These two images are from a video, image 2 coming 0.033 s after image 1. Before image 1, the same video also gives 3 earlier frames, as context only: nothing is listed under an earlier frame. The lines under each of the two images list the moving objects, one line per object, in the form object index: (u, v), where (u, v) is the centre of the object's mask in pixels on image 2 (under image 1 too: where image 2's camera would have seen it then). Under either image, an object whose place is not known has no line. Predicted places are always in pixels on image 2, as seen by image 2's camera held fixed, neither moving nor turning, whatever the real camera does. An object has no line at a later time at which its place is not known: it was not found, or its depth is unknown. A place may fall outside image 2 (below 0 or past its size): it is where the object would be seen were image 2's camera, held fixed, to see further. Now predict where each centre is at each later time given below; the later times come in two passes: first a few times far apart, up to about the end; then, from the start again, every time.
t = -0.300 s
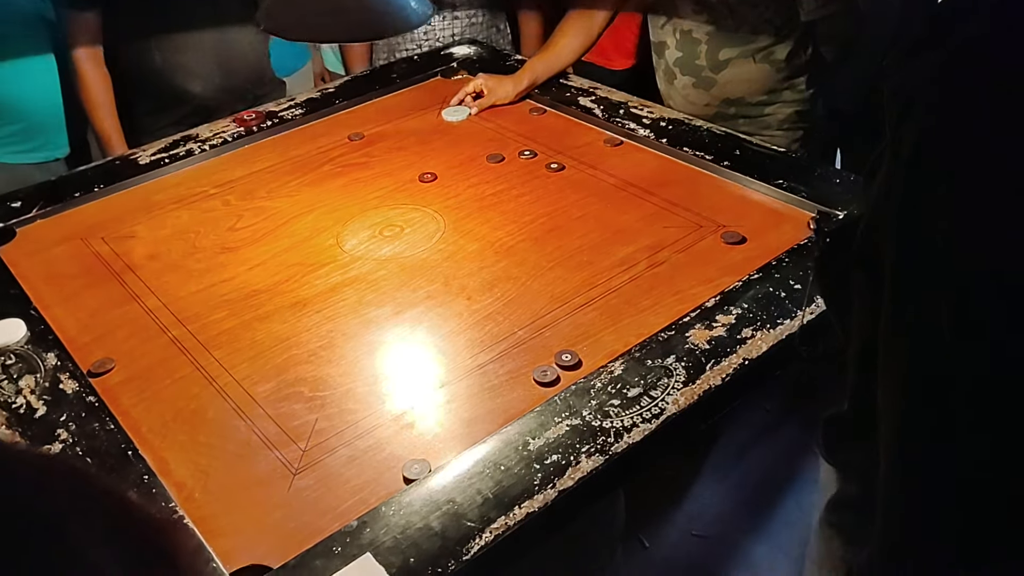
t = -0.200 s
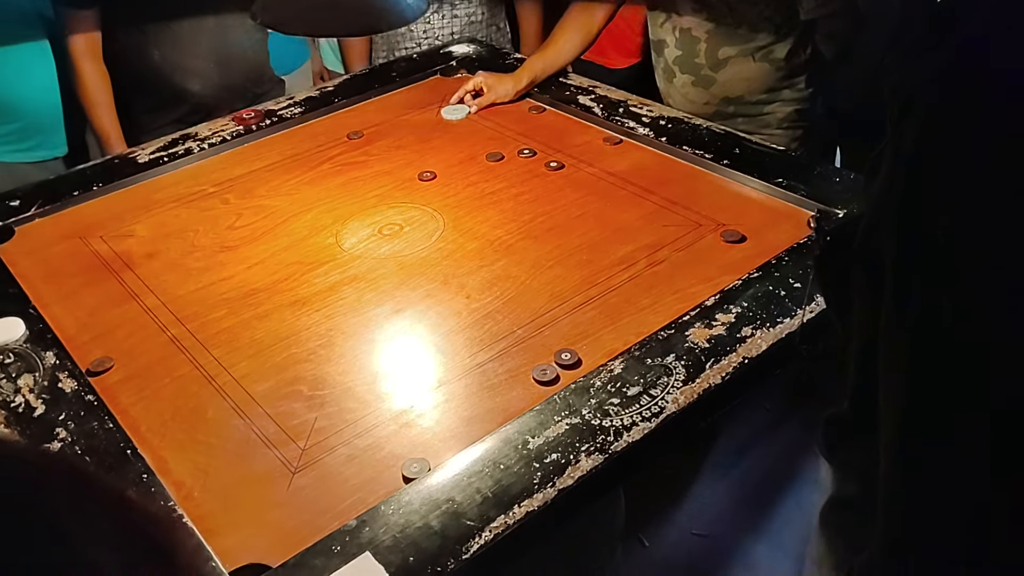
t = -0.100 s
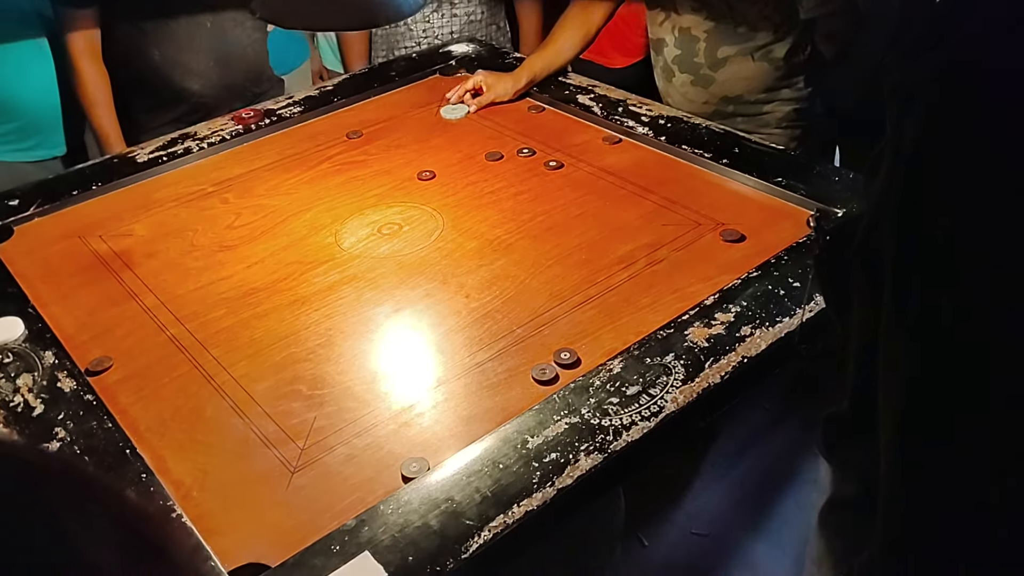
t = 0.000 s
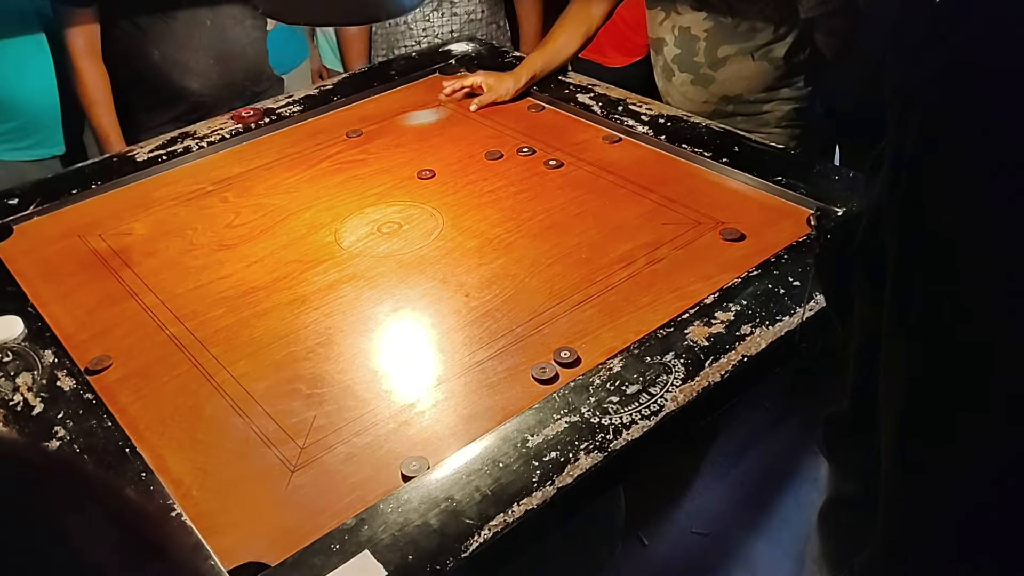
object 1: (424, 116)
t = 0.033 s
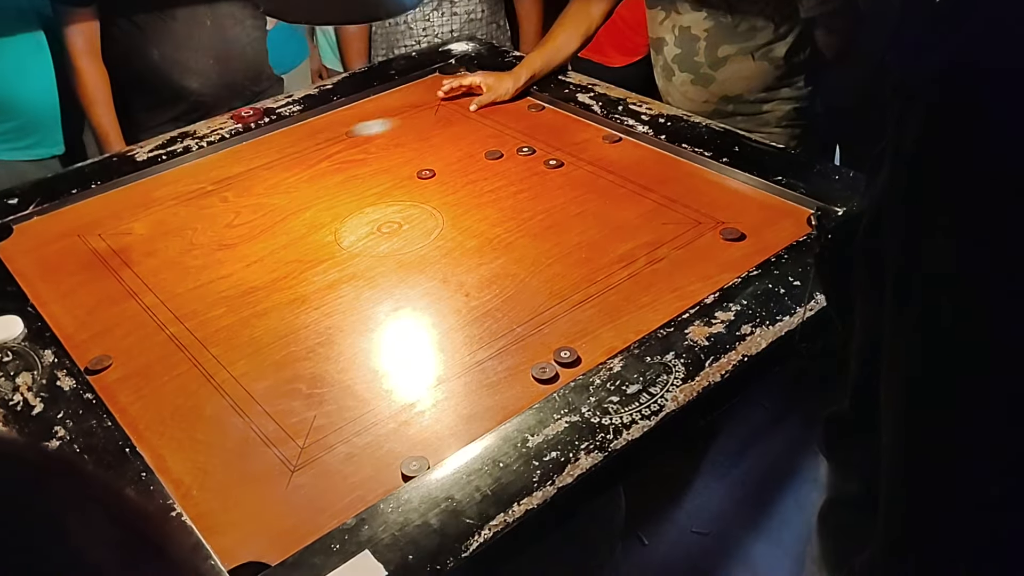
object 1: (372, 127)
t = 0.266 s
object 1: (145, 201)
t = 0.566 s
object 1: (210, 219)
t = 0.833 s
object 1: (421, 161)
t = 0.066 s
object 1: (337, 133)
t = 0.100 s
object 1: (302, 140)
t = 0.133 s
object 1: (263, 147)
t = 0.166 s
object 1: (225, 155)
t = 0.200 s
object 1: (199, 168)
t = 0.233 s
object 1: (173, 184)
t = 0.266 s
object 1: (145, 201)
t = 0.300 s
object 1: (115, 219)
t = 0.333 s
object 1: (86, 236)
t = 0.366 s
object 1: (54, 256)
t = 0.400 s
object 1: (50, 263)
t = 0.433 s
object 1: (84, 254)
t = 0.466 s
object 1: (117, 245)
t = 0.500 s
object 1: (149, 236)
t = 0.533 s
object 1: (180, 227)
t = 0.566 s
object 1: (210, 219)
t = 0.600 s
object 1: (239, 211)
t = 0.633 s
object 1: (267, 203)
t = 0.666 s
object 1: (295, 195)
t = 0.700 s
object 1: (322, 188)
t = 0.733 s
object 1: (347, 181)
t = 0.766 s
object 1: (373, 174)
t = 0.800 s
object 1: (398, 167)
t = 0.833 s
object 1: (421, 161)
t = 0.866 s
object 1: (445, 155)
